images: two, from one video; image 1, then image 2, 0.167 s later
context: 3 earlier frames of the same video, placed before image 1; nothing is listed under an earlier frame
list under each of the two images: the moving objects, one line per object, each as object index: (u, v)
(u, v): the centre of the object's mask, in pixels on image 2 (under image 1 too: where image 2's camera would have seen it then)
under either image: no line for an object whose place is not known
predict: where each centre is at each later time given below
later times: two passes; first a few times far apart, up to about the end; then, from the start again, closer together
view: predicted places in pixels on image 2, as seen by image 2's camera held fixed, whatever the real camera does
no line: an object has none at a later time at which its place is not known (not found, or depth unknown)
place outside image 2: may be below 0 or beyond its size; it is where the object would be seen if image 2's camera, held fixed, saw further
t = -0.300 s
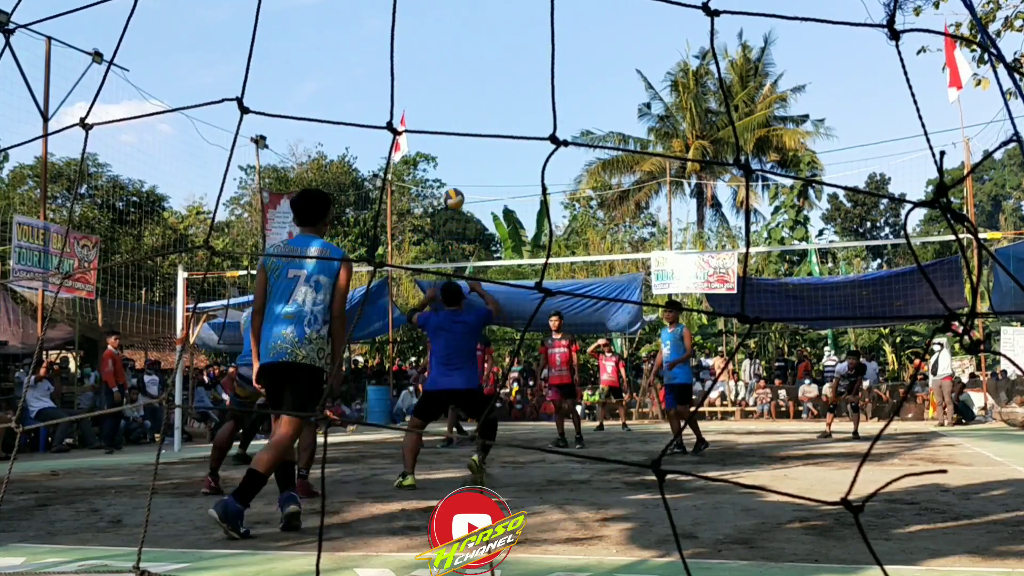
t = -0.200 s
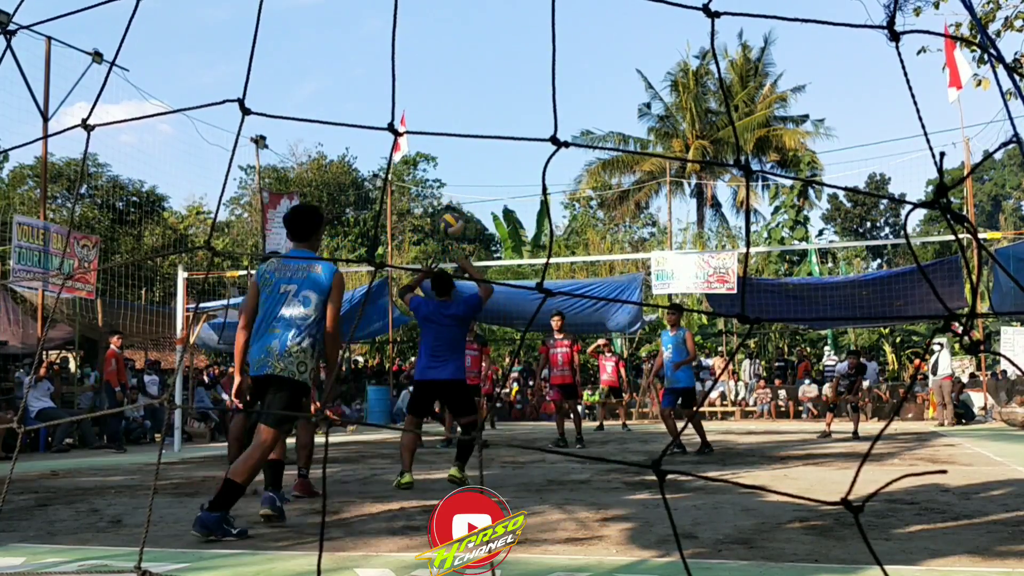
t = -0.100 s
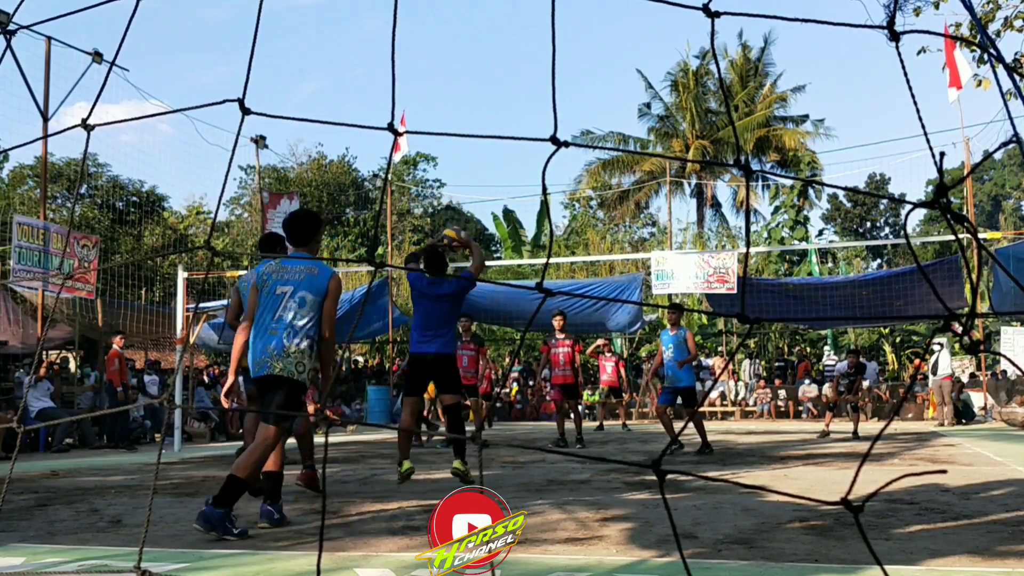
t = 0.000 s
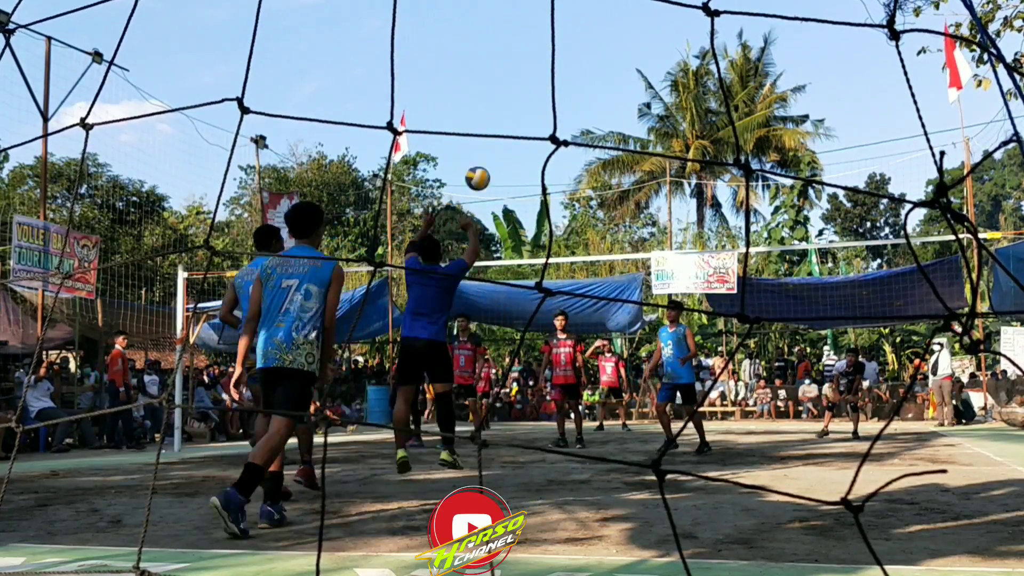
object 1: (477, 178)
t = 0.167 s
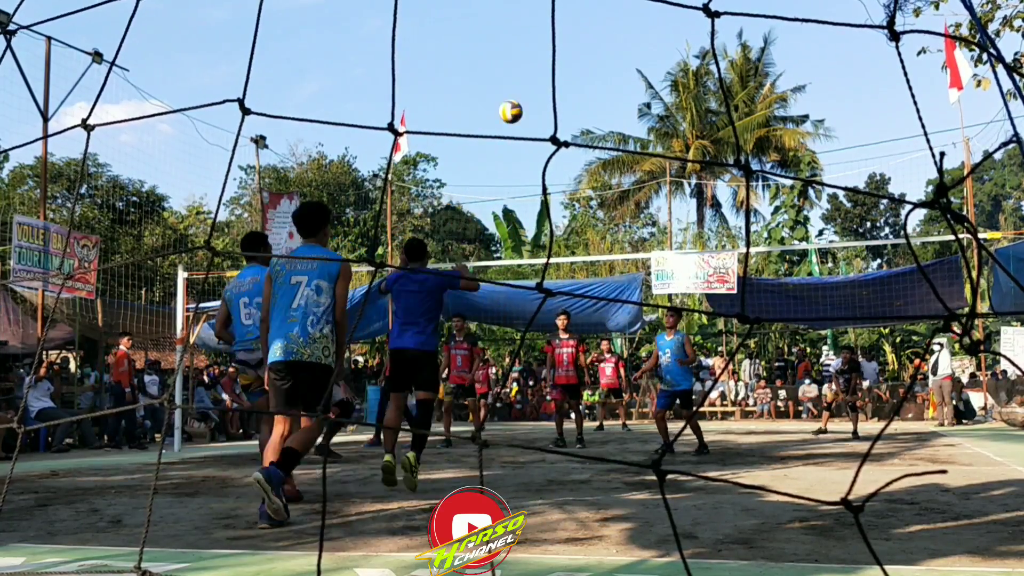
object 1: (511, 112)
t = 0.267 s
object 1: (529, 89)
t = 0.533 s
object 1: (571, 83)
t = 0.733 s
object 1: (598, 120)
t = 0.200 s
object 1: (517, 103)
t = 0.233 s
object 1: (523, 95)
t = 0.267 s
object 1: (529, 89)
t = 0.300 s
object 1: (535, 84)
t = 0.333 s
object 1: (540, 81)
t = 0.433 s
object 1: (556, 77)
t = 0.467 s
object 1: (562, 78)
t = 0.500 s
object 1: (566, 80)
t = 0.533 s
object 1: (571, 83)
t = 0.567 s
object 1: (575, 87)
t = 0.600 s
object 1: (580, 92)
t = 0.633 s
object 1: (585, 97)
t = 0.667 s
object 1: (589, 104)
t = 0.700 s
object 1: (593, 112)
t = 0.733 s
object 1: (598, 120)
